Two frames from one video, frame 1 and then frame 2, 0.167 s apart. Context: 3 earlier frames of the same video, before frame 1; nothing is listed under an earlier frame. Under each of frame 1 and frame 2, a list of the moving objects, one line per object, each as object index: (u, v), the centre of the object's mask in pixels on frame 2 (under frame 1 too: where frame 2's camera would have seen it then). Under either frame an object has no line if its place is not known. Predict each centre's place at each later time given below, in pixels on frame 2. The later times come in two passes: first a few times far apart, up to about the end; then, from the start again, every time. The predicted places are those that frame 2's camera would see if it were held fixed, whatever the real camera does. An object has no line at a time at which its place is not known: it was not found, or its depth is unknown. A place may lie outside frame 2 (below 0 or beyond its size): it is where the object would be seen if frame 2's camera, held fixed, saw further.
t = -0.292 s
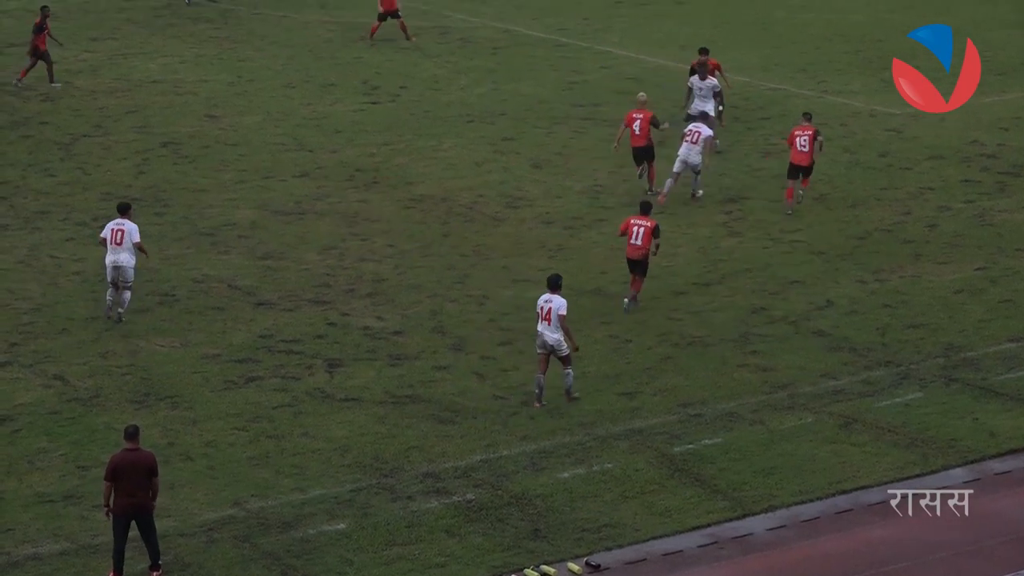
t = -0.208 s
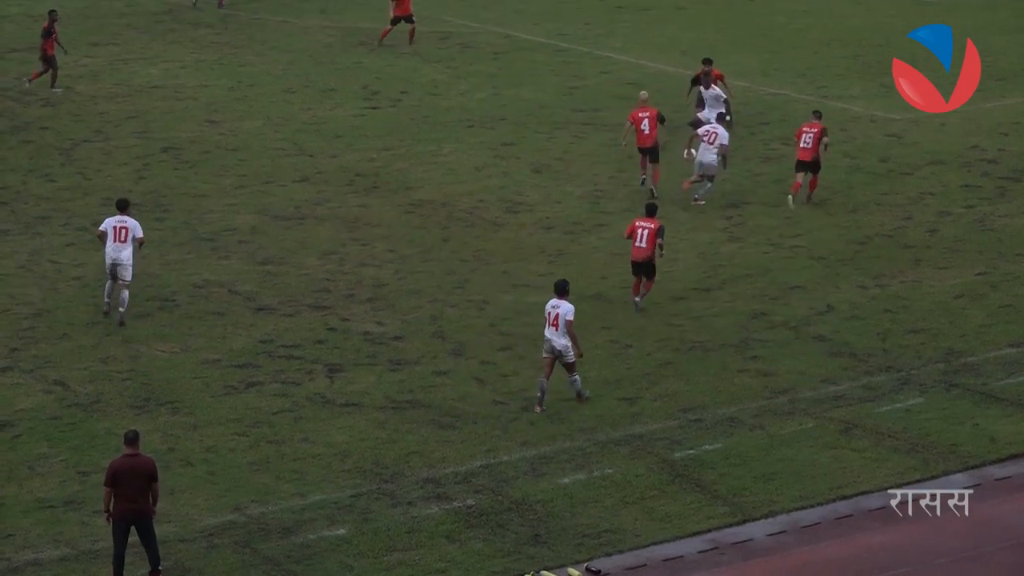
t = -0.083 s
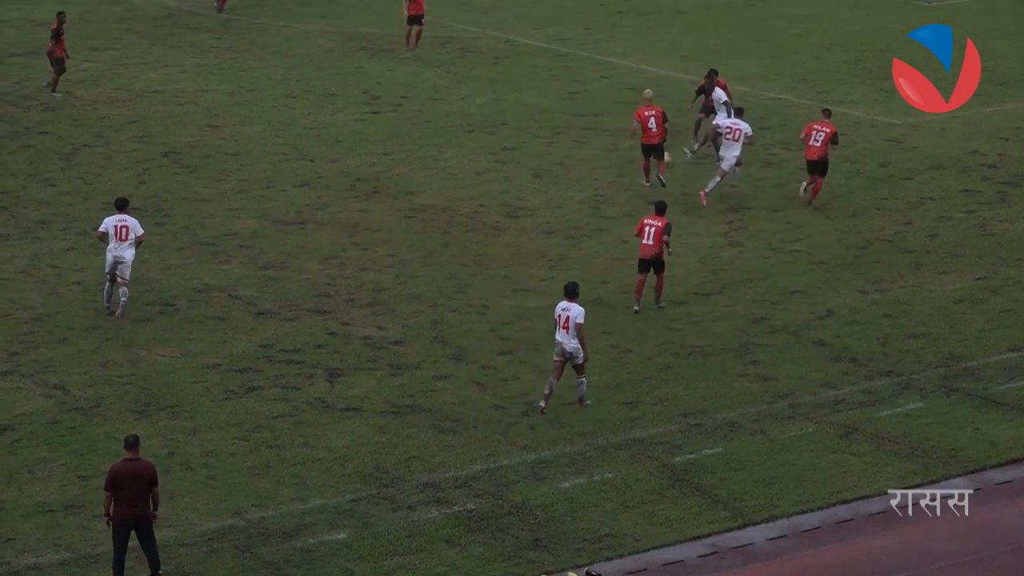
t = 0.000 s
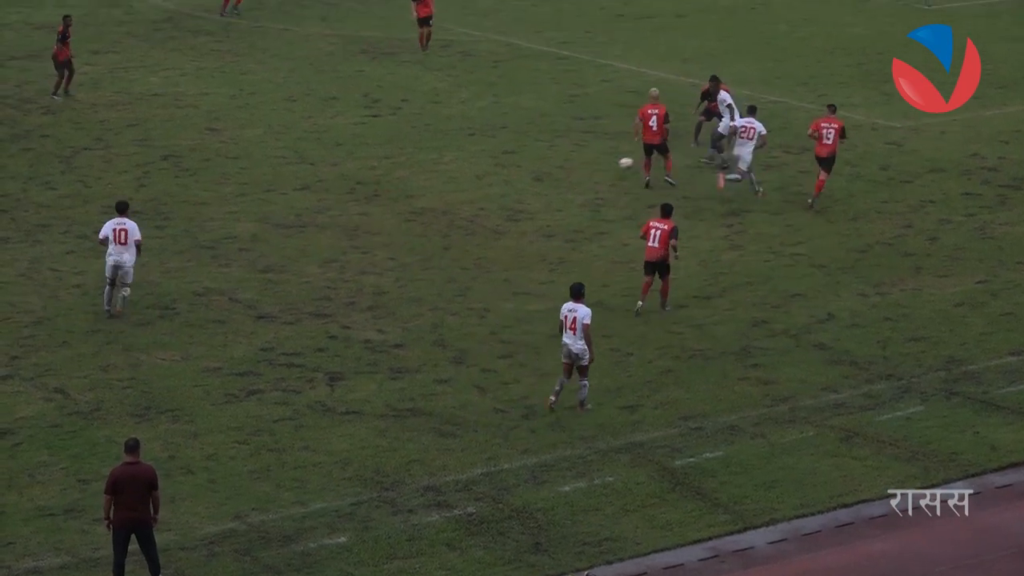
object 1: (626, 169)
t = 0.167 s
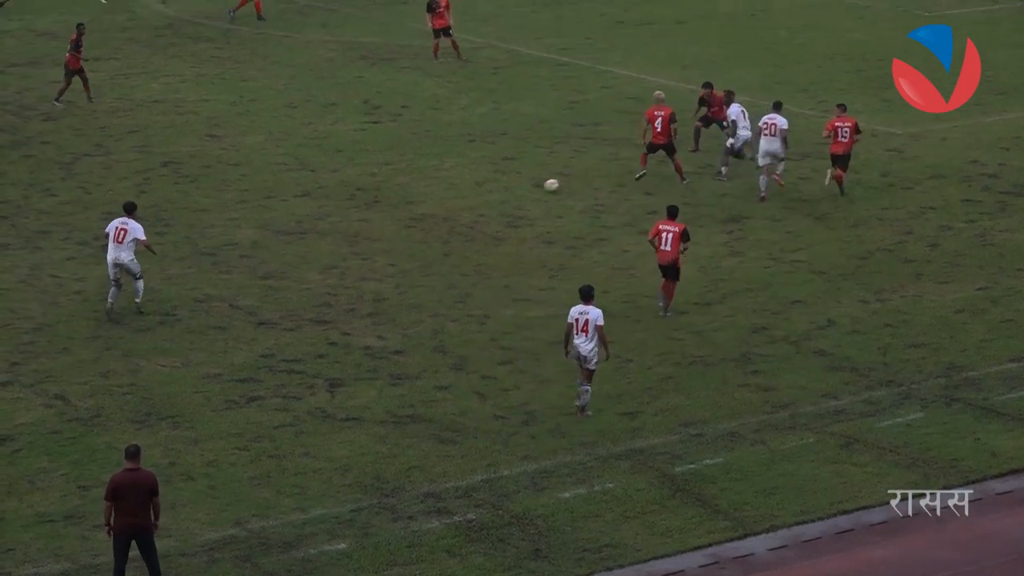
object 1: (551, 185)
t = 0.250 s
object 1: (510, 191)
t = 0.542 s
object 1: (410, 205)
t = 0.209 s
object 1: (533, 188)
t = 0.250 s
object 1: (510, 191)
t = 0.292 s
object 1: (494, 193)
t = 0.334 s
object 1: (479, 195)
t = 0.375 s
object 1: (464, 197)
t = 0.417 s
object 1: (450, 200)
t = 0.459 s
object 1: (436, 201)
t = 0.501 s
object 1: (423, 203)
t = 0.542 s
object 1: (410, 205)
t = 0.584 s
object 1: (397, 207)
